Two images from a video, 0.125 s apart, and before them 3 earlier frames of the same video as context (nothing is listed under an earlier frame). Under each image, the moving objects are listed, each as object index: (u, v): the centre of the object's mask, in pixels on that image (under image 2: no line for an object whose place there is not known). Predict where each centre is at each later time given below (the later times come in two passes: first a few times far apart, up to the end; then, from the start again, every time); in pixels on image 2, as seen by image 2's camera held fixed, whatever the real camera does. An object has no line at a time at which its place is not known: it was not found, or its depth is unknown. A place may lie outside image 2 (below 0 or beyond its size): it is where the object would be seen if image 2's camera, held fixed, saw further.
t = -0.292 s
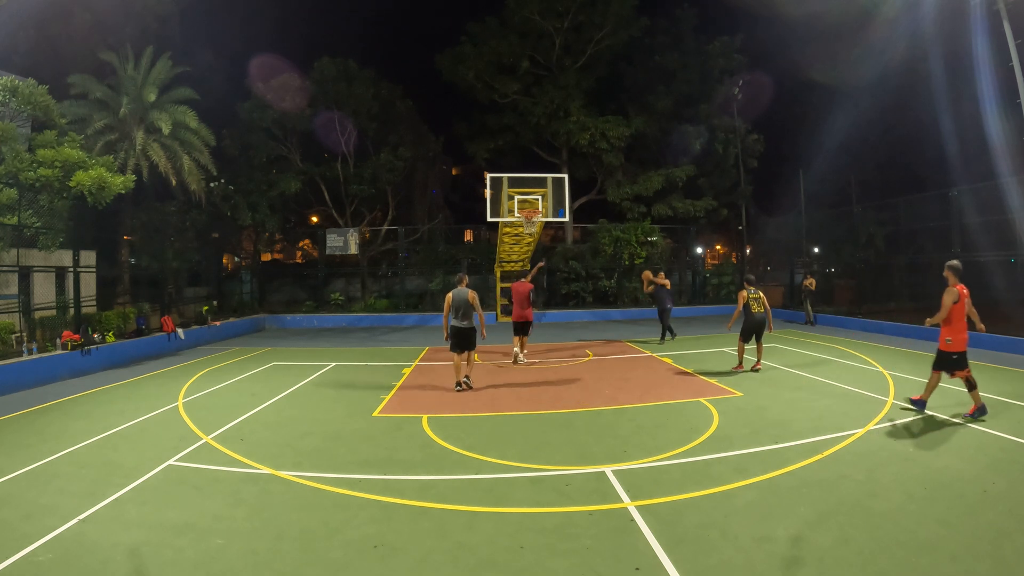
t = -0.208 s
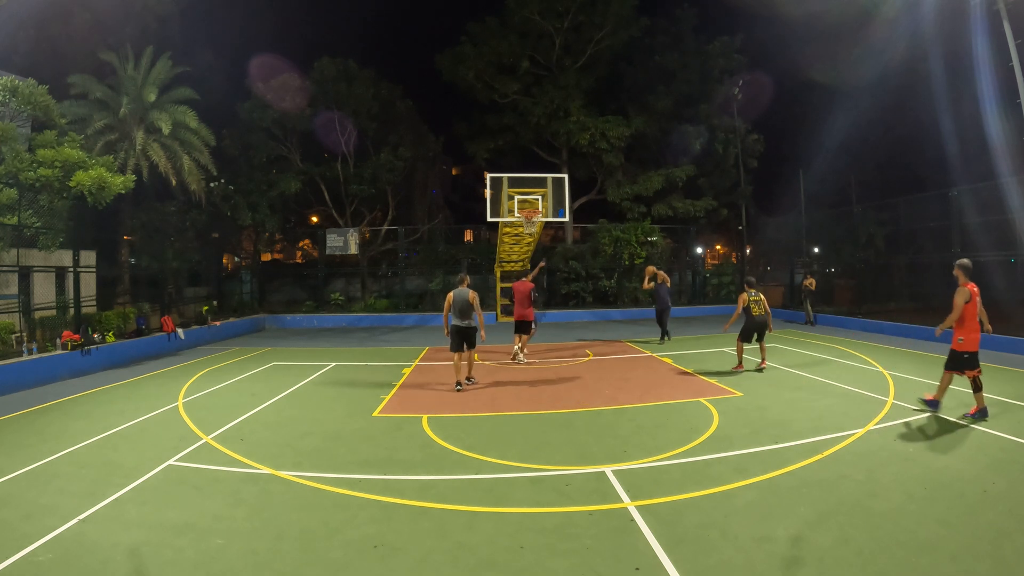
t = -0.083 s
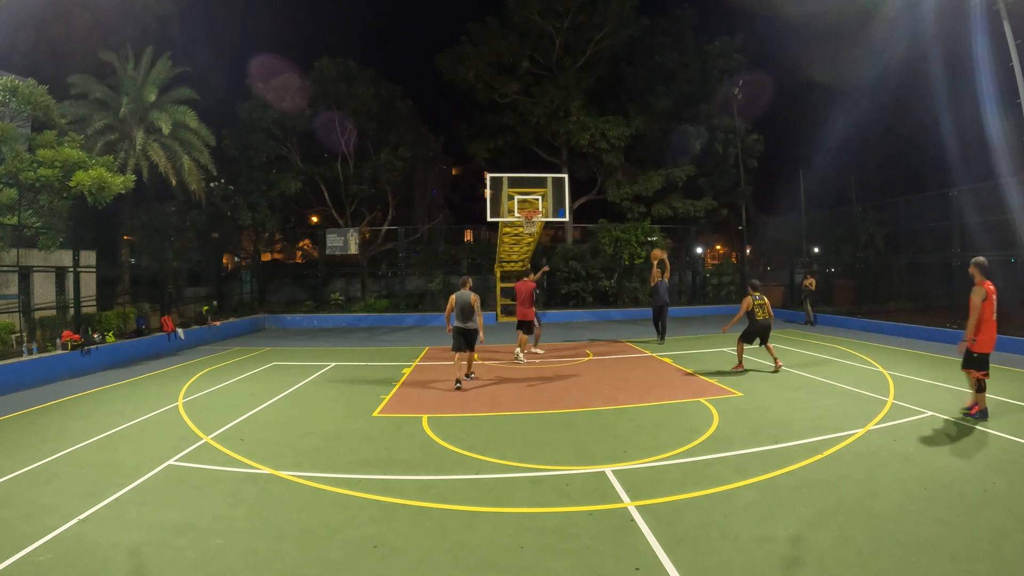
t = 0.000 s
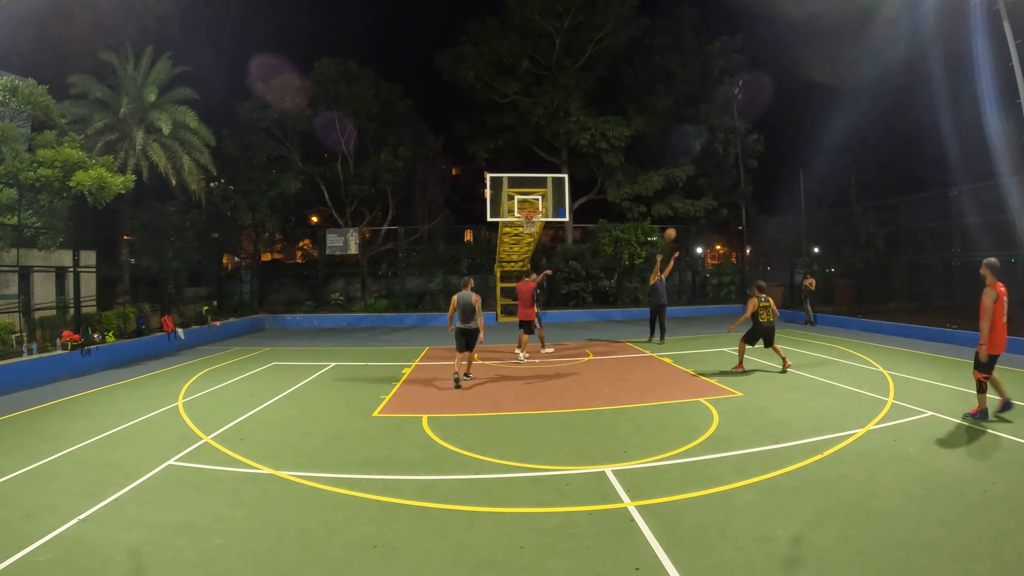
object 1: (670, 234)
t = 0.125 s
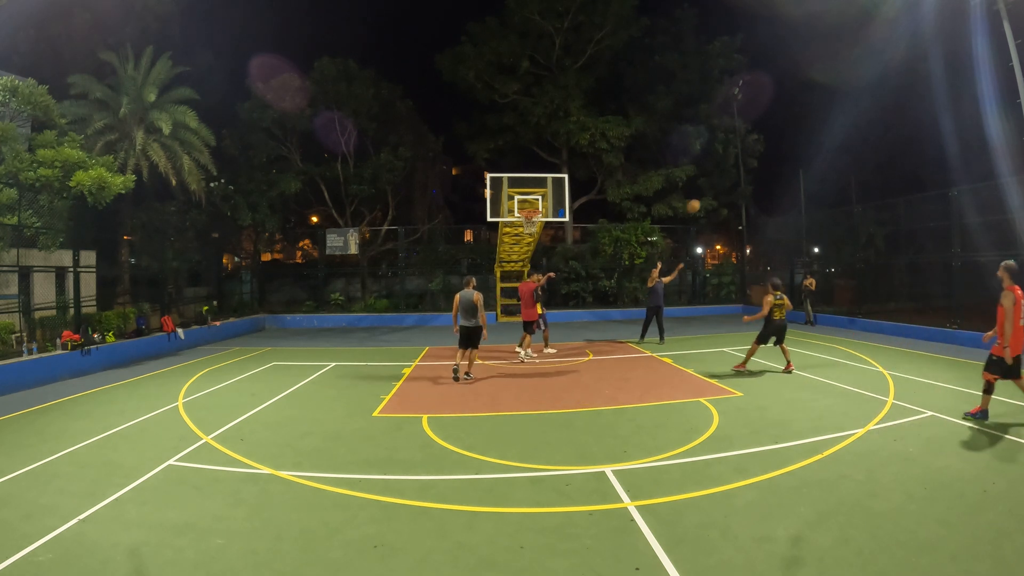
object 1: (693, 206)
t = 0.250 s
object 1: (721, 182)
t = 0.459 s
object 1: (775, 154)
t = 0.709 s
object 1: (862, 149)
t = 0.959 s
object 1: (981, 198)
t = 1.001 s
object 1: (1004, 214)
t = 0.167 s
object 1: (702, 197)
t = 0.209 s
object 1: (711, 189)
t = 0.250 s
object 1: (721, 182)
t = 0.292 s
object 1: (730, 175)
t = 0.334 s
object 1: (741, 169)
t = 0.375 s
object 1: (752, 163)
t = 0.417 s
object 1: (763, 158)
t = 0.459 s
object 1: (775, 154)
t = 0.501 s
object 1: (788, 151)
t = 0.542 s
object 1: (801, 148)
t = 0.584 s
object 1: (815, 147)
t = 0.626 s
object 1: (830, 146)
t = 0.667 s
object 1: (846, 147)
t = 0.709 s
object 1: (862, 149)
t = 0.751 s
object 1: (880, 152)
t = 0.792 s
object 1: (898, 157)
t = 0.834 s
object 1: (918, 165)
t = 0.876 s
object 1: (938, 173)
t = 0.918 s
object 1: (959, 185)
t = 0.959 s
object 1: (981, 198)
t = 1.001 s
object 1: (1004, 214)
